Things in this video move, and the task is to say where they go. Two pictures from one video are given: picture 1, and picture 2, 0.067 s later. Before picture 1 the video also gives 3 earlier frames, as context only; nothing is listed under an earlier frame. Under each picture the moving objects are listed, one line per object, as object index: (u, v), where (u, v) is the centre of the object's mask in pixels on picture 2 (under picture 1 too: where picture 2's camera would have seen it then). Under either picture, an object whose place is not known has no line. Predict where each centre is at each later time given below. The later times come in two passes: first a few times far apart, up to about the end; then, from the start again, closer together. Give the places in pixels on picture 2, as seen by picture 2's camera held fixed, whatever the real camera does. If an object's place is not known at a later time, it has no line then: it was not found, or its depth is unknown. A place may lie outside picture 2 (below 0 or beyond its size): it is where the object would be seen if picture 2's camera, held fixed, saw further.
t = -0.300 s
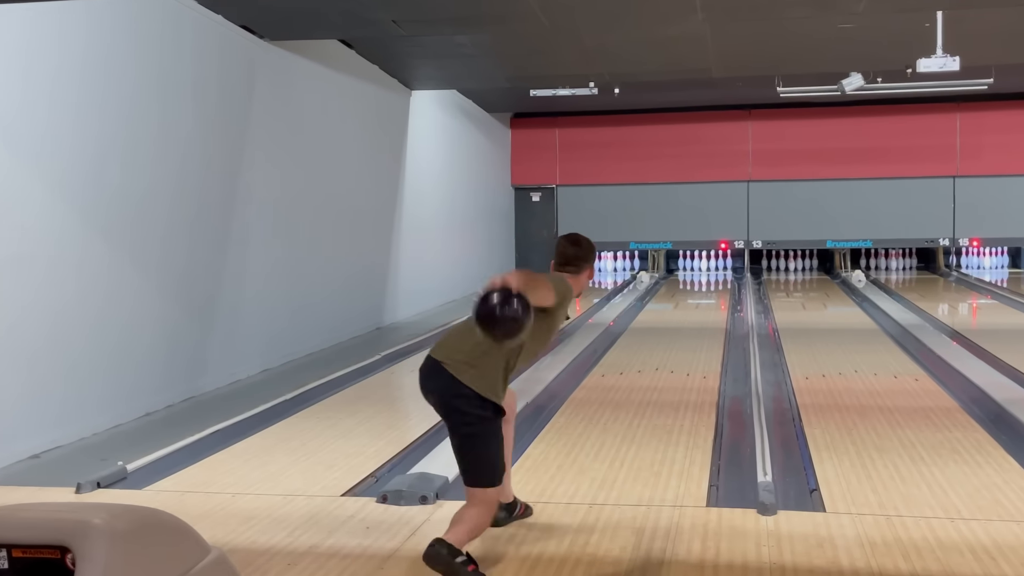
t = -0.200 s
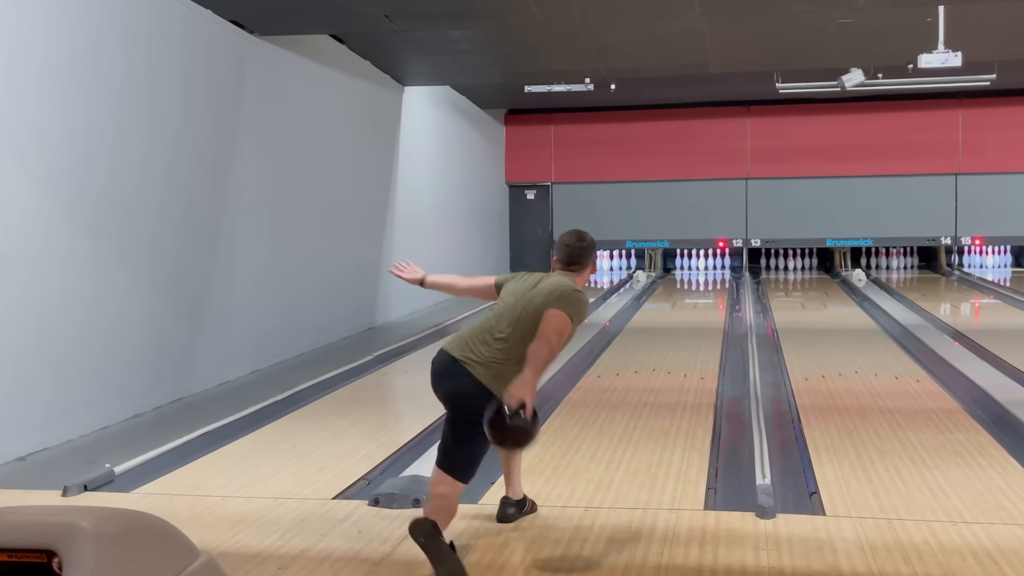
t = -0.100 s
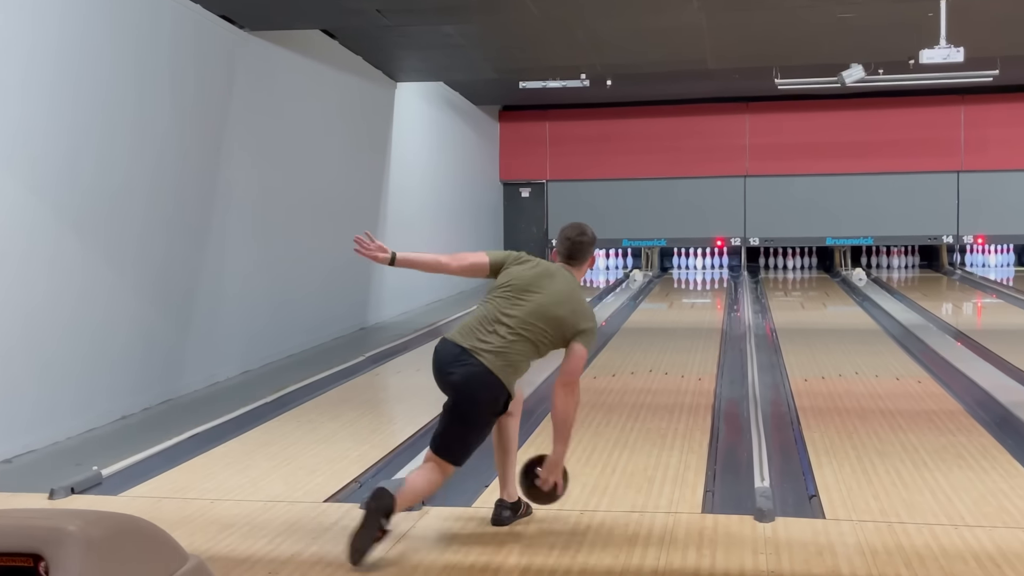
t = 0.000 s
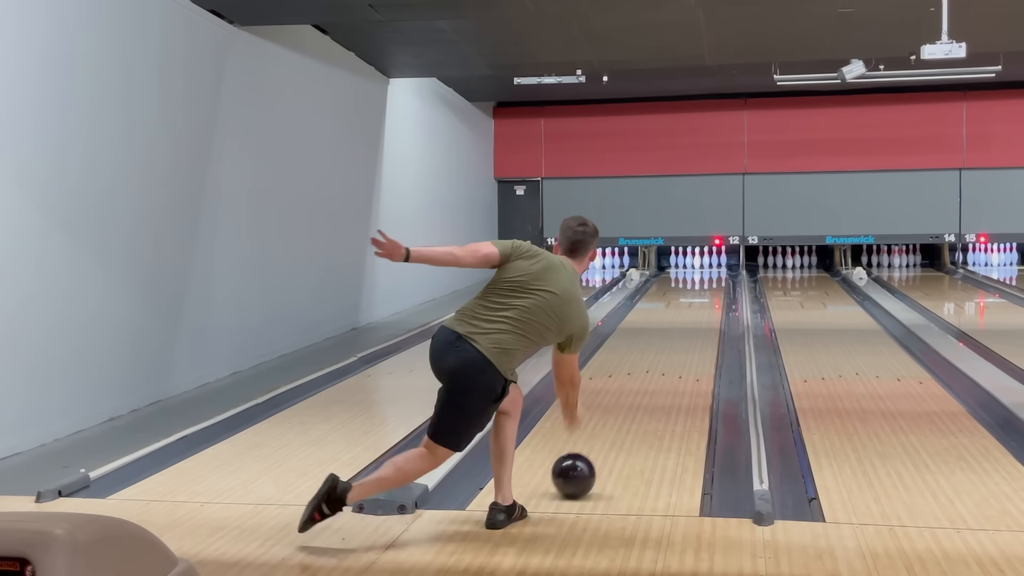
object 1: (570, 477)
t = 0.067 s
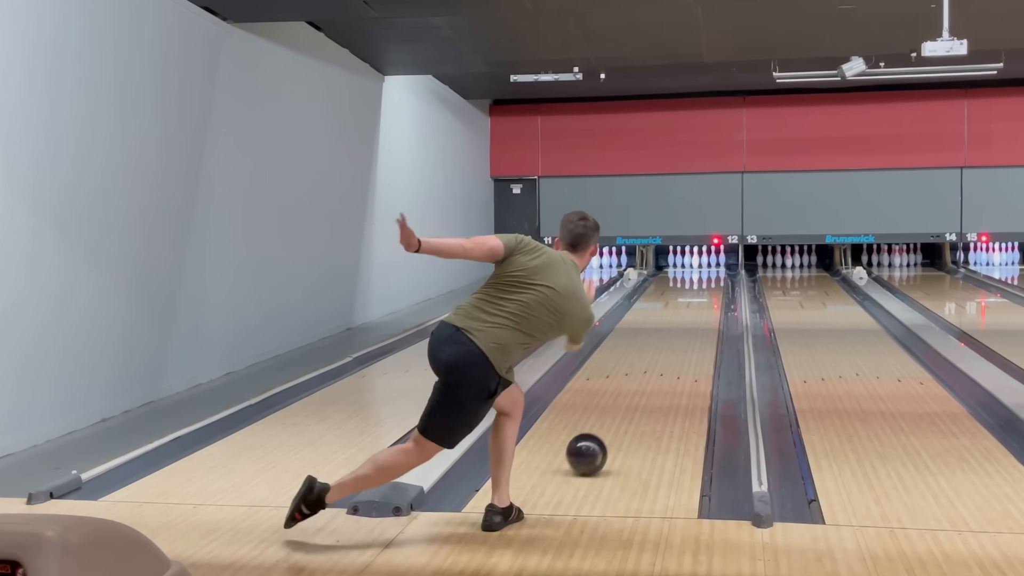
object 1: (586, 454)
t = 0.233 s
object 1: (615, 411)
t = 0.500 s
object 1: (644, 365)
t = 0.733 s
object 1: (661, 338)
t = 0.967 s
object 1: (673, 317)
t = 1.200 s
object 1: (681, 301)
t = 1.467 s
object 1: (688, 288)
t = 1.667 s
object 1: (691, 279)
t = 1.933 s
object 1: (692, 270)
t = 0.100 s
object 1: (593, 444)
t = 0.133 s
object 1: (600, 435)
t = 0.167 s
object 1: (605, 426)
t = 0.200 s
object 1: (611, 418)
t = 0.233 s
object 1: (615, 411)
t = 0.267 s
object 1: (620, 403)
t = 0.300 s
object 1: (624, 397)
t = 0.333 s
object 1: (628, 391)
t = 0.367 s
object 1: (631, 385)
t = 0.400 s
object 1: (635, 380)
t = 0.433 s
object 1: (638, 374)
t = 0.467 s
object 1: (641, 369)
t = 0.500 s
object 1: (644, 365)
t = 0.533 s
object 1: (647, 361)
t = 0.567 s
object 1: (650, 356)
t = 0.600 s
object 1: (652, 352)
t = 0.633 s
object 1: (655, 348)
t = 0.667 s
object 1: (657, 345)
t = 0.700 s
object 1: (659, 341)
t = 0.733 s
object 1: (661, 338)
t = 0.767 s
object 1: (663, 334)
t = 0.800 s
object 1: (665, 331)
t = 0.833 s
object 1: (667, 328)
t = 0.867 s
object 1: (668, 325)
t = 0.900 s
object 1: (670, 323)
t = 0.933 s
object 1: (671, 320)
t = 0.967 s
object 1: (673, 317)
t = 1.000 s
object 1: (674, 314)
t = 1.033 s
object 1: (675, 312)
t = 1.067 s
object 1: (677, 310)
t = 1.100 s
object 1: (678, 307)
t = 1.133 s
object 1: (679, 305)
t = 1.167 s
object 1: (680, 303)
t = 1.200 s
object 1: (681, 301)
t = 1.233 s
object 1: (682, 299)
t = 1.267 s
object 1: (683, 297)
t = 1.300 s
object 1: (684, 296)
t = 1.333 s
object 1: (685, 294)
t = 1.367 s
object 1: (686, 292)
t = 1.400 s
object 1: (687, 291)
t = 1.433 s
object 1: (687, 289)
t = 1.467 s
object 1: (688, 288)
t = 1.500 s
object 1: (689, 286)
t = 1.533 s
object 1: (689, 285)
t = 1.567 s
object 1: (690, 283)
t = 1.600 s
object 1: (691, 282)
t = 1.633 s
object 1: (691, 281)
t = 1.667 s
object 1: (691, 279)
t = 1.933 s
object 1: (692, 270)
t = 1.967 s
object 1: (692, 269)
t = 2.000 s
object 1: (692, 269)
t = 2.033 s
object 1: (692, 268)
